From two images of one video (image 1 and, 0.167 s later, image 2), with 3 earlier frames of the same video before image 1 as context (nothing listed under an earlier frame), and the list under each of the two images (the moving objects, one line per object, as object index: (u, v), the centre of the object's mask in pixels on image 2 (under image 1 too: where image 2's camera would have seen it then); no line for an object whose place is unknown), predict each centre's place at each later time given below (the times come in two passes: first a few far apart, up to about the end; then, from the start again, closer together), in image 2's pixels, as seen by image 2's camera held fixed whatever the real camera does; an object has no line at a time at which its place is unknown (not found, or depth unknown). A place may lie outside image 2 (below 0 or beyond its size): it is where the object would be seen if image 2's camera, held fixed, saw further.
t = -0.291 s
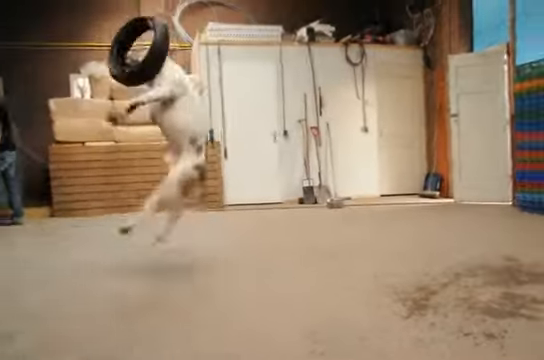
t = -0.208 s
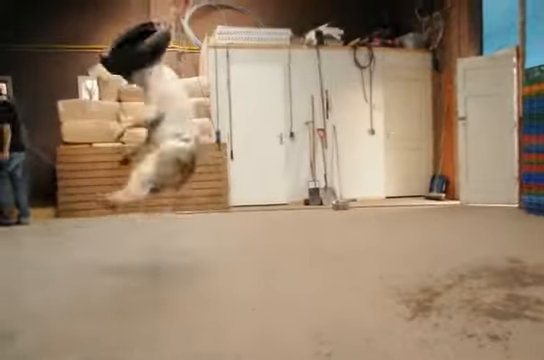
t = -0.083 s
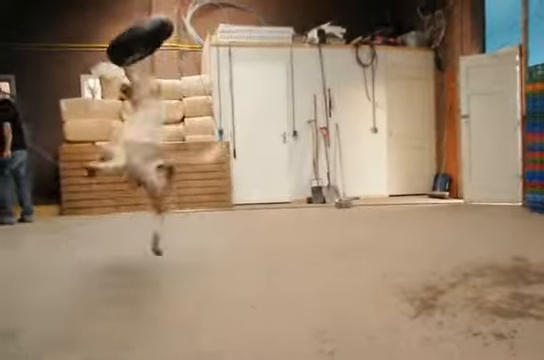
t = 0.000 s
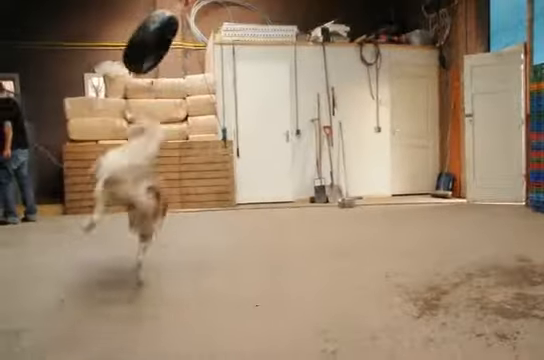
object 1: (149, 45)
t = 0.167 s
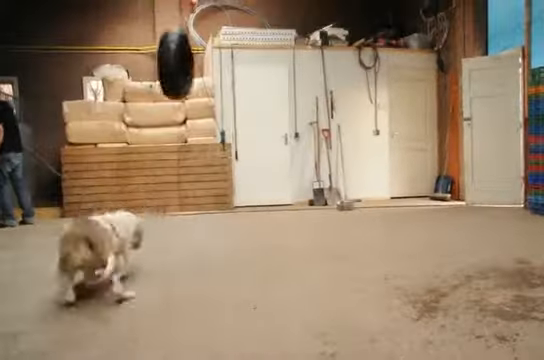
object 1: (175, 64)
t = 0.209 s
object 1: (183, 70)
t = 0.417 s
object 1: (241, 93)
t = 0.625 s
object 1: (308, 112)
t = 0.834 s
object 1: (359, 107)
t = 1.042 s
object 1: (394, 94)
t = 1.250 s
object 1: (413, 84)
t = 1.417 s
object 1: (416, 80)
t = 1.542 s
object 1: (412, 81)
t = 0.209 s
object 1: (183, 70)
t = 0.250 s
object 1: (193, 77)
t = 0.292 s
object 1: (204, 82)
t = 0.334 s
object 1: (216, 87)
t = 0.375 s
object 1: (228, 89)
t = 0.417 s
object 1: (241, 93)
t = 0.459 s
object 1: (255, 96)
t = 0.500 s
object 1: (271, 101)
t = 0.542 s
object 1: (283, 105)
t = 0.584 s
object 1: (296, 110)
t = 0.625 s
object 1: (308, 112)
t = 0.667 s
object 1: (319, 112)
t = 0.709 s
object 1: (329, 111)
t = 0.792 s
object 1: (349, 108)
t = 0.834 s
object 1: (359, 107)
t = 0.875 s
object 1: (368, 107)
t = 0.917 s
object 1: (376, 105)
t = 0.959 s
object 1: (382, 102)
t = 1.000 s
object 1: (388, 97)
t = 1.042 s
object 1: (394, 94)
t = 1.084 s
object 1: (399, 91)
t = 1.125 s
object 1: (403, 88)
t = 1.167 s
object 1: (407, 87)
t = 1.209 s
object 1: (411, 85)
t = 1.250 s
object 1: (413, 84)
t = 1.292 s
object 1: (415, 82)
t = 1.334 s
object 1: (415, 81)
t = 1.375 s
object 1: (416, 80)
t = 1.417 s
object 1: (416, 80)
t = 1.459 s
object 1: (415, 80)
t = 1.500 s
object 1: (414, 80)
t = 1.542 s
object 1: (412, 81)
